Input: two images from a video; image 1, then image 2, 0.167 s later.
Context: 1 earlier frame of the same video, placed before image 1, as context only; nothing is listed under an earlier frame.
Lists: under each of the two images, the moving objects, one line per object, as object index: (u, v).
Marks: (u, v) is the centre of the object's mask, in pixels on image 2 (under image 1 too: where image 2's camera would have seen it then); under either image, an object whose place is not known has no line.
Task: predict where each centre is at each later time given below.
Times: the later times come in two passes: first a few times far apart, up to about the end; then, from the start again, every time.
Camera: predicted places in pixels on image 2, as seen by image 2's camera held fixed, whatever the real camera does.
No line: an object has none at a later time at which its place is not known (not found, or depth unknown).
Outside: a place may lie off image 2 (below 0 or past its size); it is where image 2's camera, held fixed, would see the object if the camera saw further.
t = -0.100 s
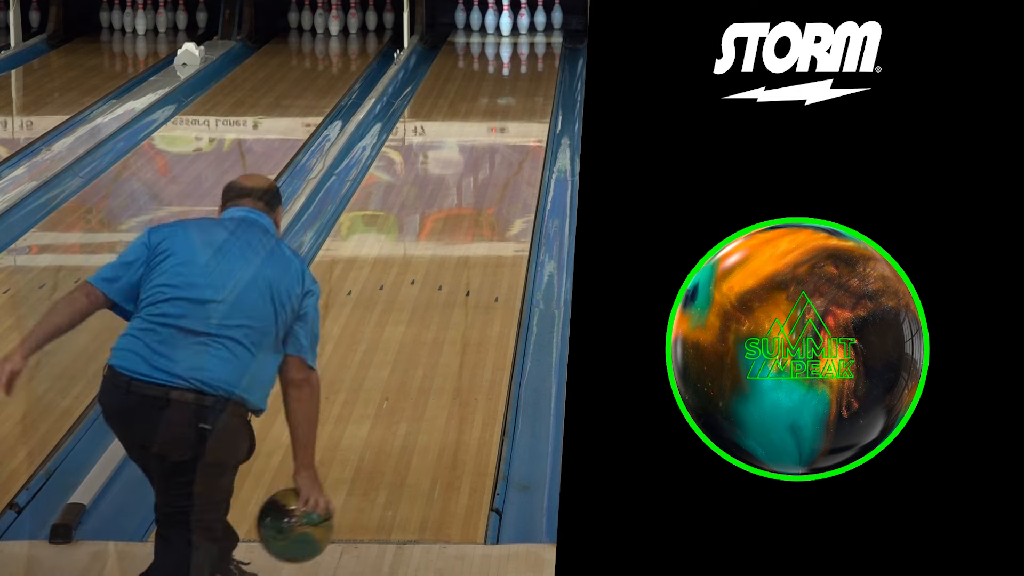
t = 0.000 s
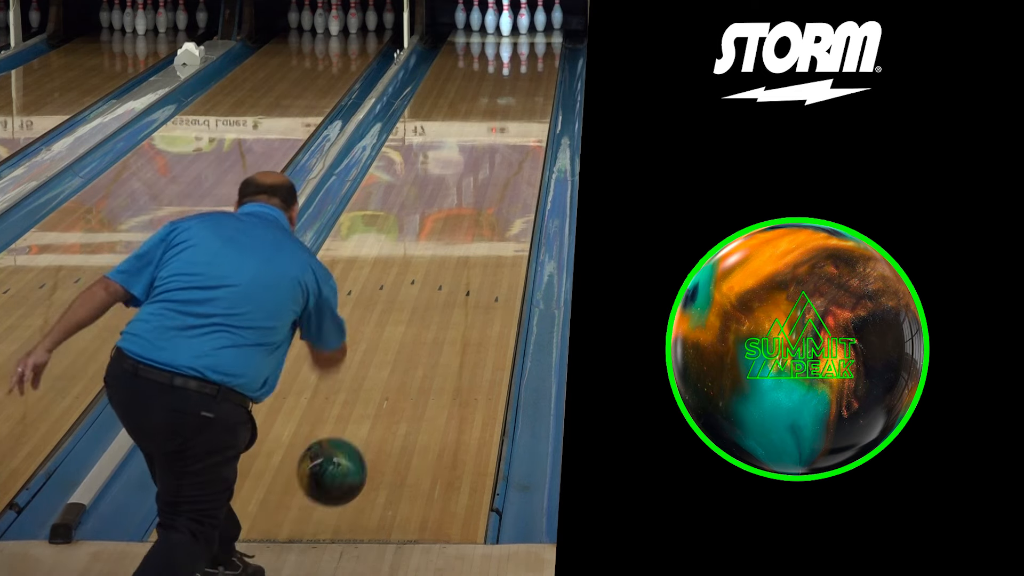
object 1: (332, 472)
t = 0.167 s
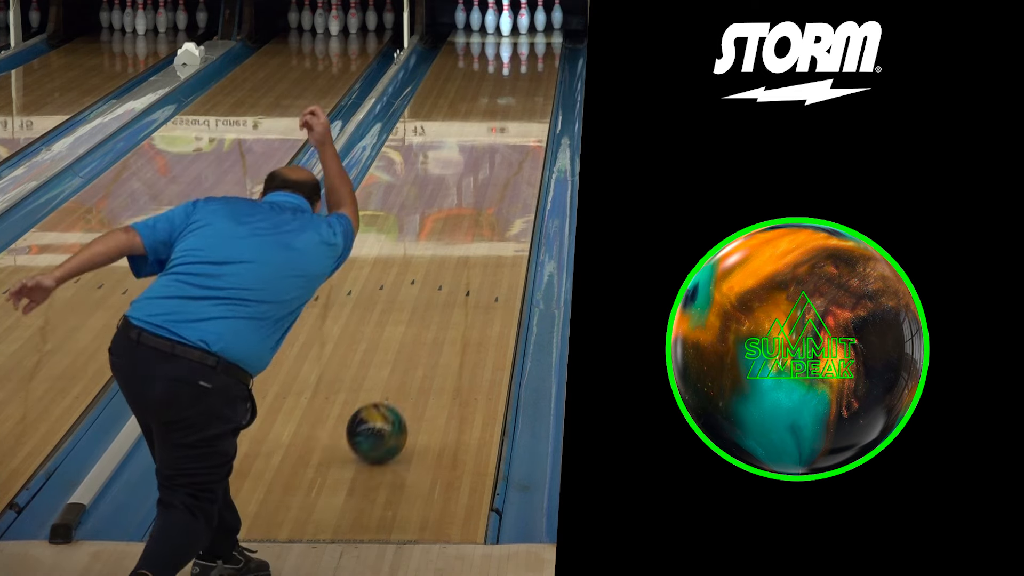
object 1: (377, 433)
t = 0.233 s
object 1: (391, 394)
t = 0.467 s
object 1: (433, 314)
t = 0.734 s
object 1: (467, 240)
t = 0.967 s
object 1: (490, 192)
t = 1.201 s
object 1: (506, 154)
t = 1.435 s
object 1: (519, 122)
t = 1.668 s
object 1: (527, 96)
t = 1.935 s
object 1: (532, 71)
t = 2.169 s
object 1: (530, 52)
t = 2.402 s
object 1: (523, 38)
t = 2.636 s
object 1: (514, 26)
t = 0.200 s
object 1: (384, 411)
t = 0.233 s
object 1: (391, 394)
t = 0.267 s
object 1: (398, 380)
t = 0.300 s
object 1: (404, 370)
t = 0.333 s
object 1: (411, 361)
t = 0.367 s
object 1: (417, 348)
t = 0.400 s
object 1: (422, 336)
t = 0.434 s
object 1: (428, 325)
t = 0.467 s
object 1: (433, 314)
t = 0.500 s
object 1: (438, 303)
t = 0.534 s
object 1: (443, 293)
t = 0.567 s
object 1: (447, 283)
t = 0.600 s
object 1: (452, 275)
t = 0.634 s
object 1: (455, 266)
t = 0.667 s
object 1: (460, 257)
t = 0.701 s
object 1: (464, 249)
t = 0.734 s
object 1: (467, 240)
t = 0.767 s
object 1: (471, 233)
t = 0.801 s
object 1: (474, 226)
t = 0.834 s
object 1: (478, 218)
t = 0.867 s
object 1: (481, 211)
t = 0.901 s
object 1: (484, 205)
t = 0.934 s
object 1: (487, 198)
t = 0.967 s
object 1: (490, 192)
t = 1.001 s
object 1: (493, 186)
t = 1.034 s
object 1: (495, 181)
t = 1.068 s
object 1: (498, 175)
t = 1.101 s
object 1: (500, 169)
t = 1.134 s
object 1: (502, 164)
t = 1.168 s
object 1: (504, 159)
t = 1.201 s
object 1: (506, 154)
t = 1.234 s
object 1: (509, 149)
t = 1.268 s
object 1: (511, 144)
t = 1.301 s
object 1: (512, 139)
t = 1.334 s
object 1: (514, 135)
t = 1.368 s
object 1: (516, 131)
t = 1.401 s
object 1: (517, 126)
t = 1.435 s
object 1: (519, 122)
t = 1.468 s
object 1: (520, 118)
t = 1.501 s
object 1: (522, 114)
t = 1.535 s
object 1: (523, 110)
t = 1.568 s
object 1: (524, 107)
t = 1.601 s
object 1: (525, 103)
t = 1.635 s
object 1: (526, 100)
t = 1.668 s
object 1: (527, 96)
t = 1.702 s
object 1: (528, 93)
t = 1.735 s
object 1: (529, 89)
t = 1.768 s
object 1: (529, 86)
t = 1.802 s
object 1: (530, 83)
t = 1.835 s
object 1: (530, 79)
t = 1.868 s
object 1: (531, 77)
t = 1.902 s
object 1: (531, 74)
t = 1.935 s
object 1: (532, 71)
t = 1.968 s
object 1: (531, 68)
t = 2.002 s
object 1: (531, 65)
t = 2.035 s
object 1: (531, 63)
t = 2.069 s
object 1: (531, 60)
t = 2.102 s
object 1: (531, 58)
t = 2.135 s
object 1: (530, 55)
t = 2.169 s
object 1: (530, 52)
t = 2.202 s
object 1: (528, 51)
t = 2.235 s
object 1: (528, 48)
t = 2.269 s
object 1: (527, 46)
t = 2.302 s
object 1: (526, 44)
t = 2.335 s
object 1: (525, 42)
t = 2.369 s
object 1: (524, 40)
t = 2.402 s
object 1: (523, 38)
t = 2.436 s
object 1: (521, 37)
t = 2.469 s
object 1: (520, 34)
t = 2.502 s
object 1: (518, 32)
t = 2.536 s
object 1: (517, 30)
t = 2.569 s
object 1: (515, 29)
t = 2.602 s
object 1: (513, 27)
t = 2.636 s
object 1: (514, 26)
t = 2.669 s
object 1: (514, 24)
